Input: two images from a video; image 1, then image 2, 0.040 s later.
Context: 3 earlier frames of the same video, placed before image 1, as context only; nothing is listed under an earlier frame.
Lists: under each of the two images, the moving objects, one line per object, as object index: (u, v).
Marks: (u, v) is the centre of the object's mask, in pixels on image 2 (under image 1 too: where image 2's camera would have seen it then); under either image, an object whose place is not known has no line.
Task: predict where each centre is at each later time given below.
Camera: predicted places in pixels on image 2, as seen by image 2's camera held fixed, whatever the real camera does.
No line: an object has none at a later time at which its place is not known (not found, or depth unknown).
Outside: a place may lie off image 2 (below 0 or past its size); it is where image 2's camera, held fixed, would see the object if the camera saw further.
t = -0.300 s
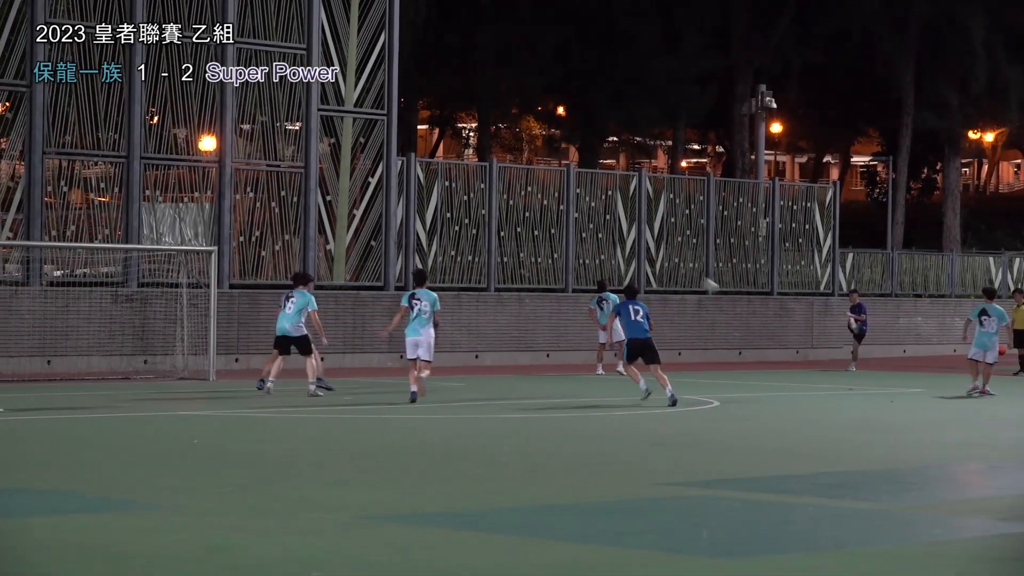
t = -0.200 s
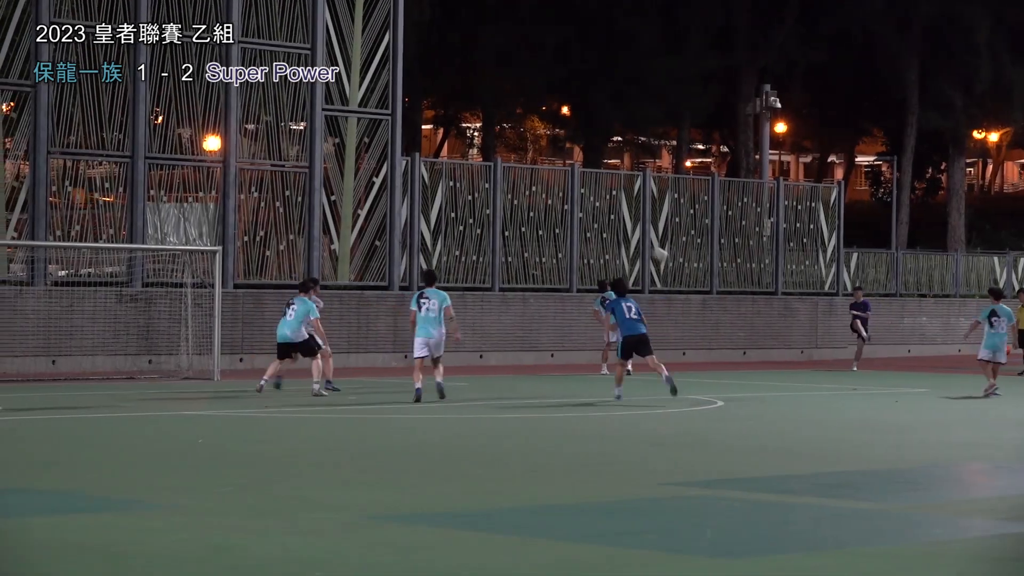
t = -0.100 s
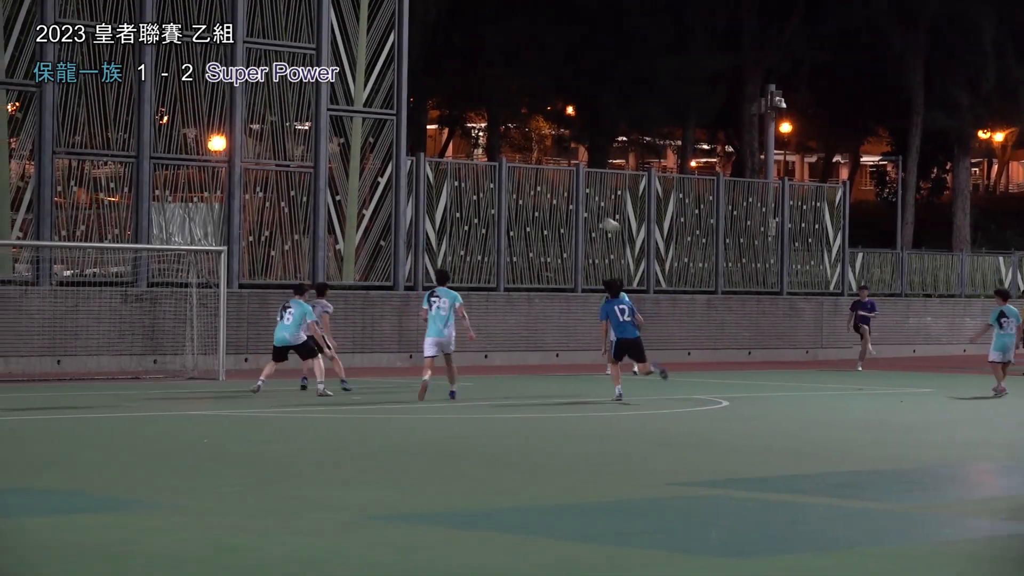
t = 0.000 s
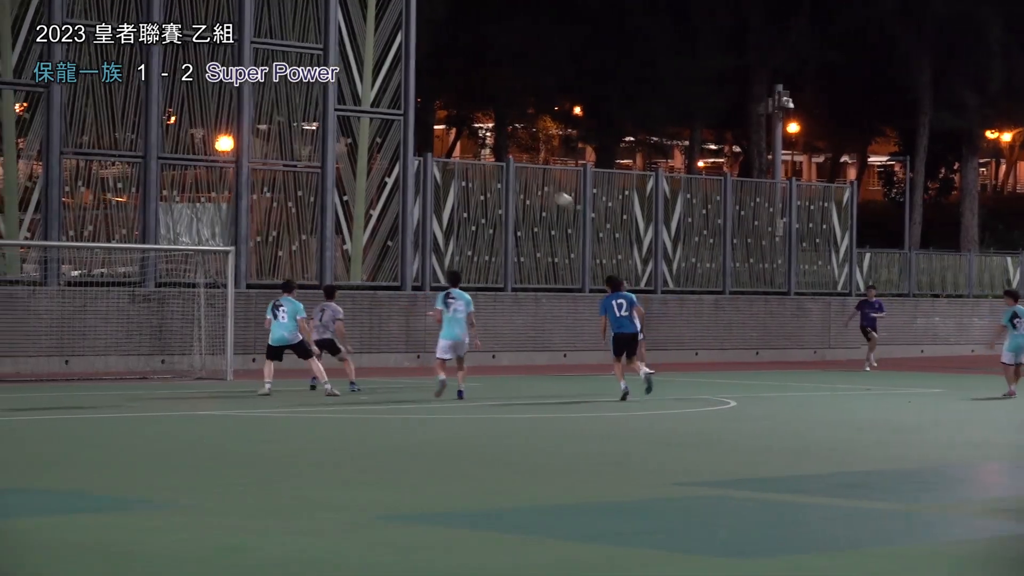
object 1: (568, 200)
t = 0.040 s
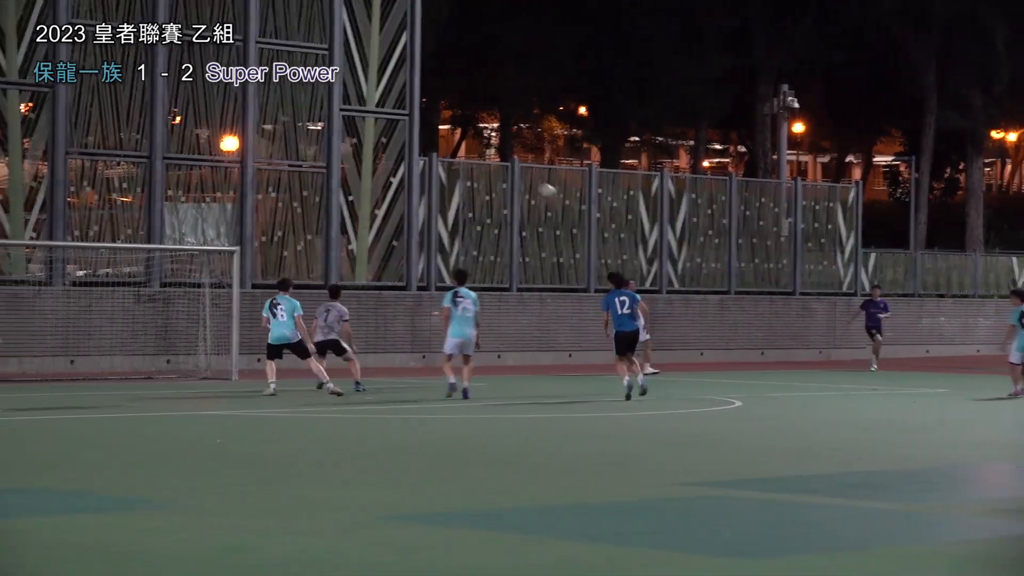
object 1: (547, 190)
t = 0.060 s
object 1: (537, 186)
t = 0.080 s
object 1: (527, 181)
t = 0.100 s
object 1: (516, 176)
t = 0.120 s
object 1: (506, 173)
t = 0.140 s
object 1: (495, 169)
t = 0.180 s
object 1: (474, 162)
